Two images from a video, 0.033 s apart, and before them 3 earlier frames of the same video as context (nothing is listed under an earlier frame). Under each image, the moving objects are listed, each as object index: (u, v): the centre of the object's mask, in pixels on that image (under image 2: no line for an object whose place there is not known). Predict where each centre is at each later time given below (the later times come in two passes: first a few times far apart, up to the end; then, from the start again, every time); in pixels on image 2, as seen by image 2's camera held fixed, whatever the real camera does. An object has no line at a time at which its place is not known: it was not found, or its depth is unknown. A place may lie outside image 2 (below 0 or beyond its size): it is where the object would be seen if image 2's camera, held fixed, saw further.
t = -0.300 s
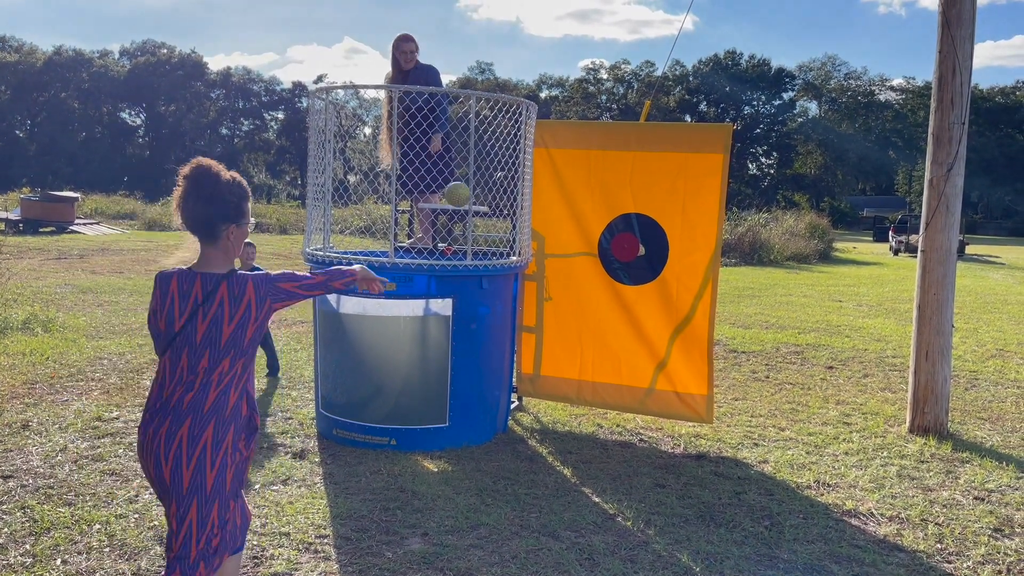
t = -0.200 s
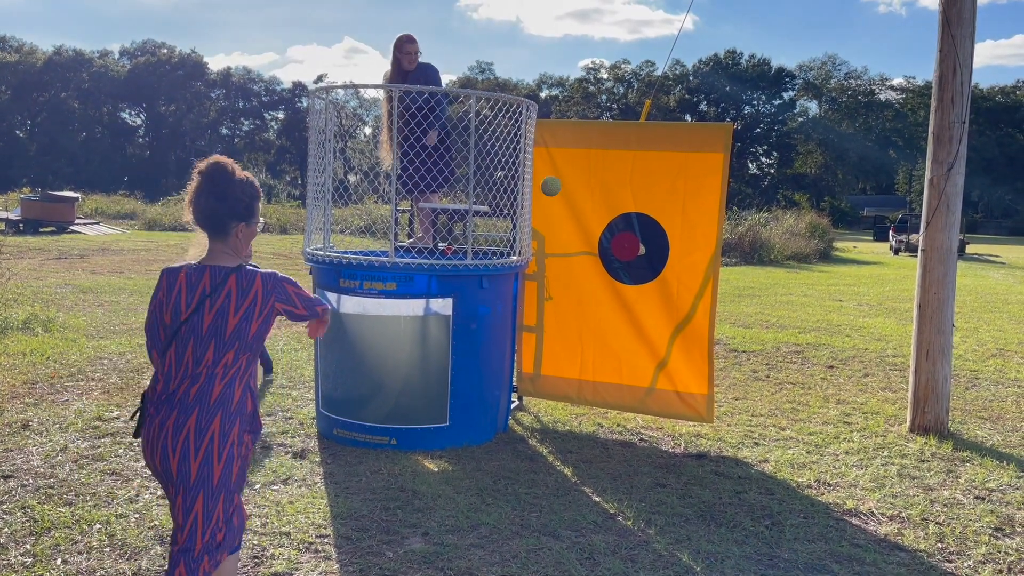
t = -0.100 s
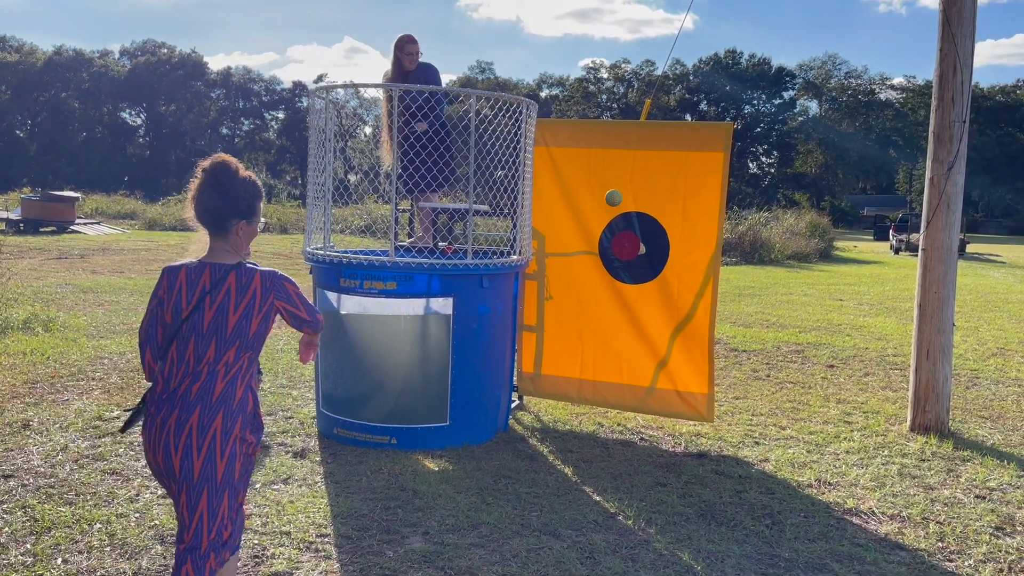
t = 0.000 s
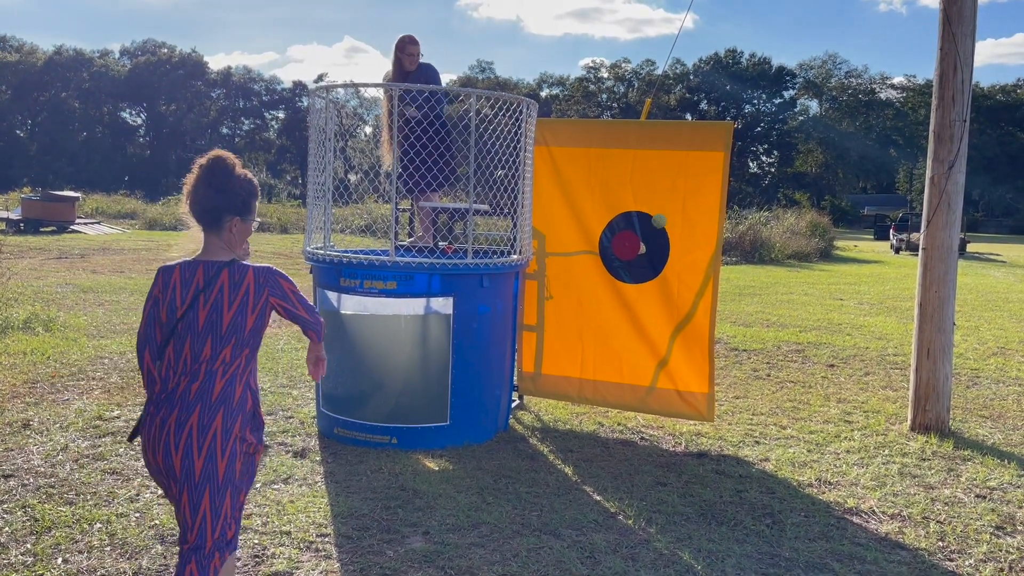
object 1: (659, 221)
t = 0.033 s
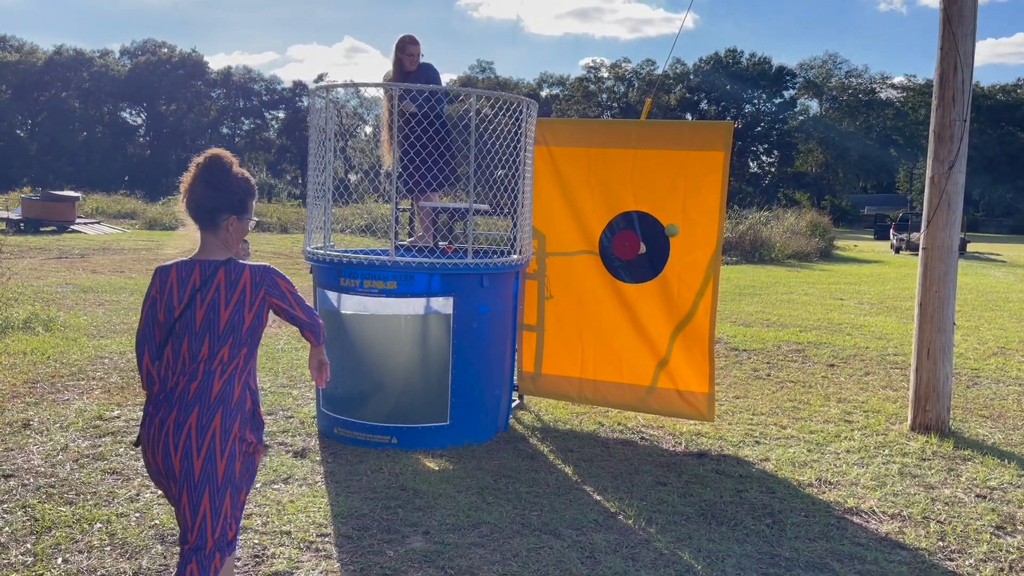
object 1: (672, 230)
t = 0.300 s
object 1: (700, 316)
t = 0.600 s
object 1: (722, 432)
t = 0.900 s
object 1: (737, 457)
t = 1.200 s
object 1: (760, 480)
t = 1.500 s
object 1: (779, 495)
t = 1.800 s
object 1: (792, 506)
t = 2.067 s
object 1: (810, 510)
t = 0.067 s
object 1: (677, 238)
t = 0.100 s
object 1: (679, 246)
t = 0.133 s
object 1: (683, 254)
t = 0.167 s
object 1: (687, 264)
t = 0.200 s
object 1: (690, 275)
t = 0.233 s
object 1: (693, 287)
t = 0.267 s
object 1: (696, 301)
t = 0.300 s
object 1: (700, 316)
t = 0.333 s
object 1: (703, 334)
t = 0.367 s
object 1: (707, 352)
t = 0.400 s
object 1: (710, 372)
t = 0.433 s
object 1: (712, 392)
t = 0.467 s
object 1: (714, 414)
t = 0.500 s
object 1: (717, 435)
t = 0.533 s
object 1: (719, 438)
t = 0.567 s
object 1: (721, 433)
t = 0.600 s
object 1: (722, 432)
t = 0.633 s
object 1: (723, 431)
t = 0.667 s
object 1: (724, 432)
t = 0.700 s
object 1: (726, 434)
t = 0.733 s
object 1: (727, 438)
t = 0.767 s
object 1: (728, 443)
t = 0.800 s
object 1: (731, 452)
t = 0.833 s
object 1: (732, 460)
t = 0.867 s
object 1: (734, 459)
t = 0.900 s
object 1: (737, 457)
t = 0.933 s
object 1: (740, 457)
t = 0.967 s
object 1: (742, 459)
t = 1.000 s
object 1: (745, 463)
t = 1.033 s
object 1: (748, 469)
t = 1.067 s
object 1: (750, 472)
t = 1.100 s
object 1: (752, 473)
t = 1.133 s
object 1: (755, 474)
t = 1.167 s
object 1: (758, 478)
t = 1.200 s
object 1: (760, 480)
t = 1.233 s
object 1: (763, 481)
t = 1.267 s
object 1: (766, 483)
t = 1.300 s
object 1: (768, 485)
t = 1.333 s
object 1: (771, 488)
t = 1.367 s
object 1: (773, 488)
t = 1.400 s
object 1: (774, 489)
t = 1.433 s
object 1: (775, 491)
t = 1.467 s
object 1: (777, 493)
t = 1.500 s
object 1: (779, 495)
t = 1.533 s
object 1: (780, 496)
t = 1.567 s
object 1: (781, 497)
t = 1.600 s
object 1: (783, 498)
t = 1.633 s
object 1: (784, 500)
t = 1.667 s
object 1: (785, 501)
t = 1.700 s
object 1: (786, 502)
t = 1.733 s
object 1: (788, 504)
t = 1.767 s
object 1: (790, 505)
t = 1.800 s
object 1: (792, 506)
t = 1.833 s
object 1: (794, 507)
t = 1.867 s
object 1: (797, 508)
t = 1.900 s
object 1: (800, 508)
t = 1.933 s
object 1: (803, 509)
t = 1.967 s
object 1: (805, 509)
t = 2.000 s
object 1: (807, 509)
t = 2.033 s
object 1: (808, 510)
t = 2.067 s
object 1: (810, 510)
